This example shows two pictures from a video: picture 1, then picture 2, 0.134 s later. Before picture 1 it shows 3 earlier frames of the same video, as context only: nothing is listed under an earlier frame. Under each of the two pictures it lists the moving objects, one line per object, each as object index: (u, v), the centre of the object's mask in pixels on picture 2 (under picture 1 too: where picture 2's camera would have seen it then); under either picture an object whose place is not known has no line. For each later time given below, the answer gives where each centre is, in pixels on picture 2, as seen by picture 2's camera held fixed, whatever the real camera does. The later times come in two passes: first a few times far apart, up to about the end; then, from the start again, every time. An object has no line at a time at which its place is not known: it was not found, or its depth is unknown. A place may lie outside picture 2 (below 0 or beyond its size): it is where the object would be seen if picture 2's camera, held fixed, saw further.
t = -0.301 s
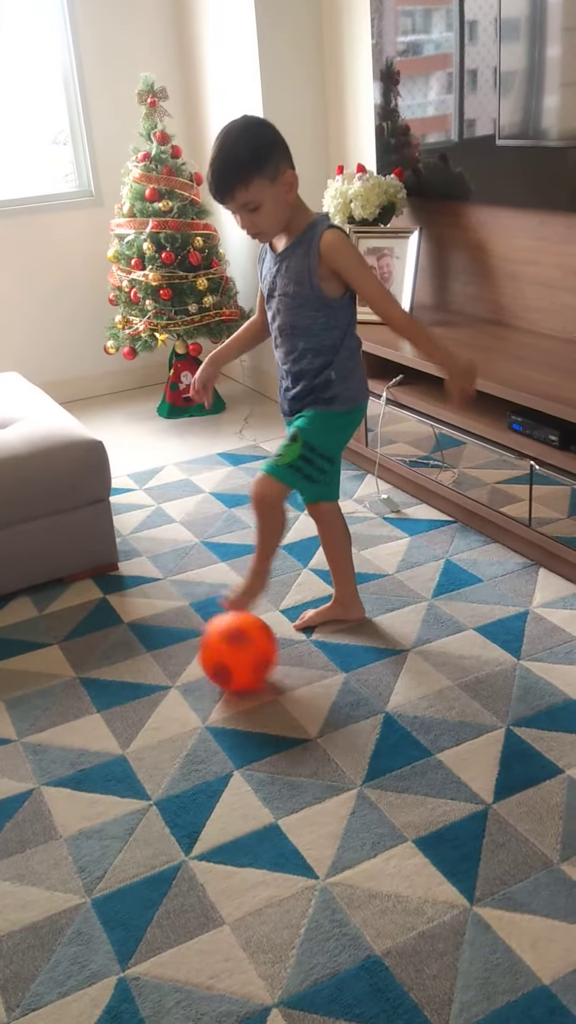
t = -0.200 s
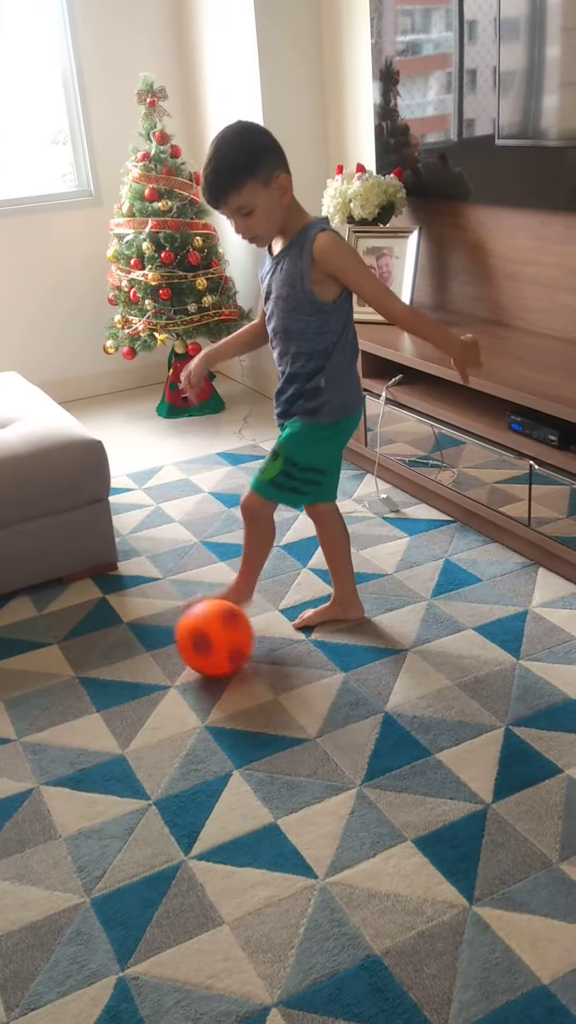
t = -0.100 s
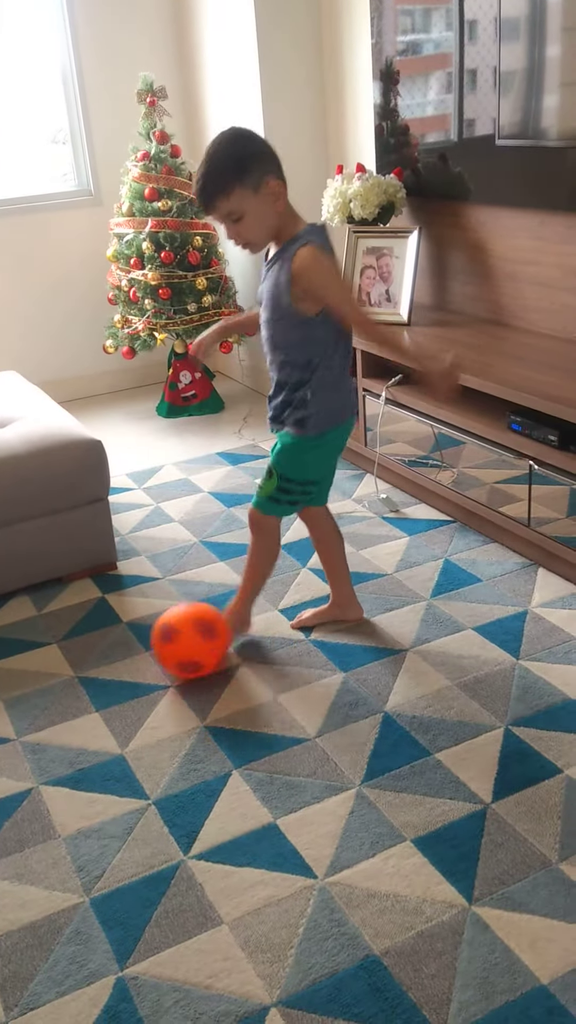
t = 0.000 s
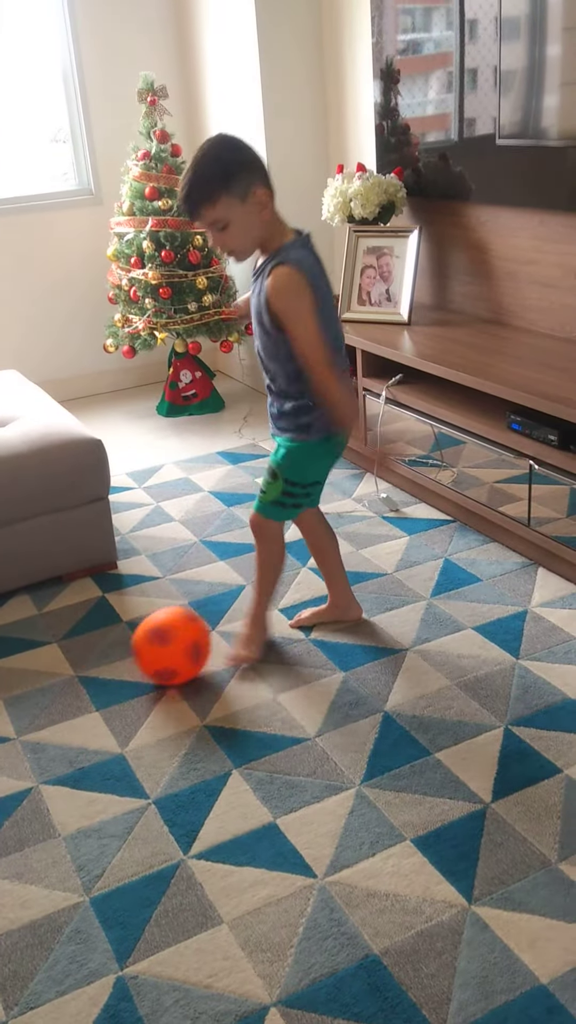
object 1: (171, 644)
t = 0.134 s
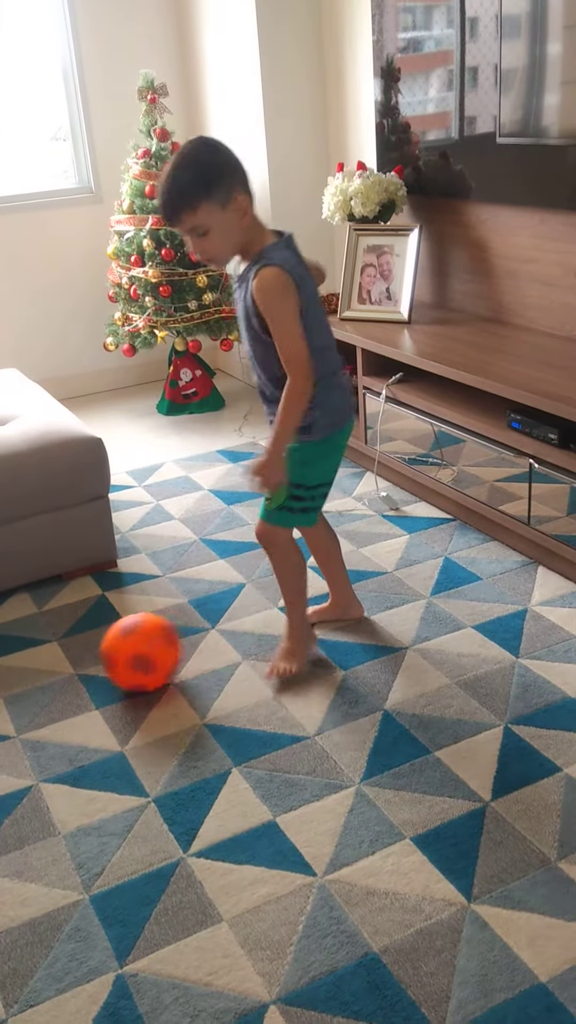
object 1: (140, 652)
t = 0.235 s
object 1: (117, 659)
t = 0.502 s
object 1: (49, 675)
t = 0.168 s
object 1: (133, 654)
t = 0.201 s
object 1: (125, 656)
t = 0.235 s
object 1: (117, 659)
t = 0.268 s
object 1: (109, 661)
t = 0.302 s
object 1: (101, 663)
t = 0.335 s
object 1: (92, 665)
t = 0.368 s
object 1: (83, 668)
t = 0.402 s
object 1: (74, 670)
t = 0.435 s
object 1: (66, 671)
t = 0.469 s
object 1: (58, 673)
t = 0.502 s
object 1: (49, 675)
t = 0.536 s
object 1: (41, 675)
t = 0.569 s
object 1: (35, 677)
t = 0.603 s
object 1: (30, 678)
